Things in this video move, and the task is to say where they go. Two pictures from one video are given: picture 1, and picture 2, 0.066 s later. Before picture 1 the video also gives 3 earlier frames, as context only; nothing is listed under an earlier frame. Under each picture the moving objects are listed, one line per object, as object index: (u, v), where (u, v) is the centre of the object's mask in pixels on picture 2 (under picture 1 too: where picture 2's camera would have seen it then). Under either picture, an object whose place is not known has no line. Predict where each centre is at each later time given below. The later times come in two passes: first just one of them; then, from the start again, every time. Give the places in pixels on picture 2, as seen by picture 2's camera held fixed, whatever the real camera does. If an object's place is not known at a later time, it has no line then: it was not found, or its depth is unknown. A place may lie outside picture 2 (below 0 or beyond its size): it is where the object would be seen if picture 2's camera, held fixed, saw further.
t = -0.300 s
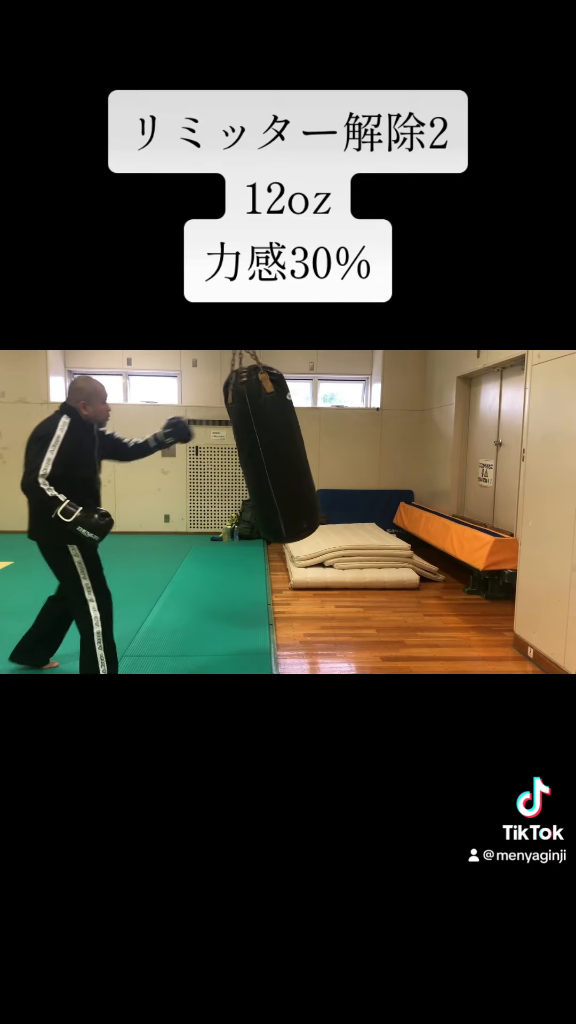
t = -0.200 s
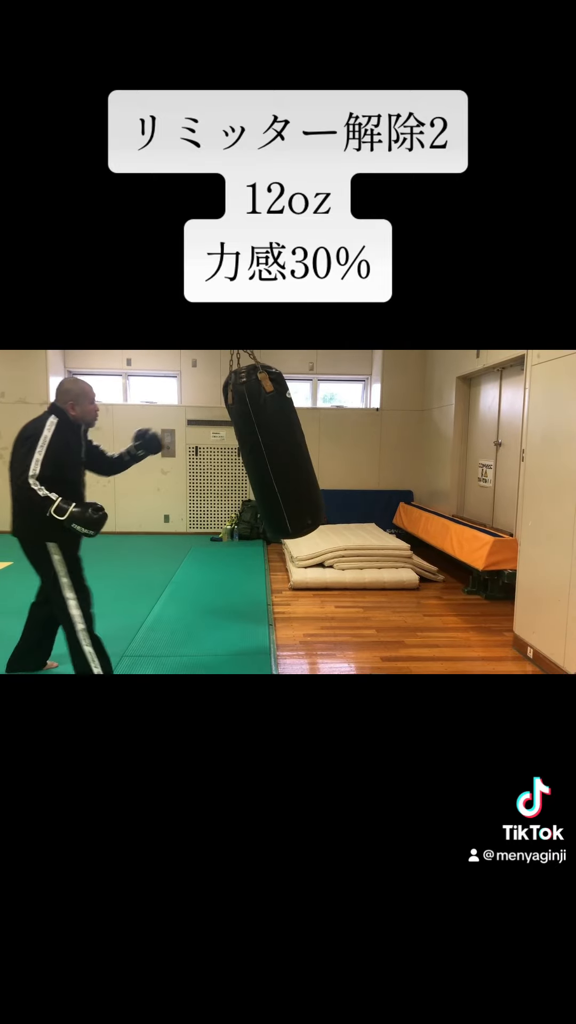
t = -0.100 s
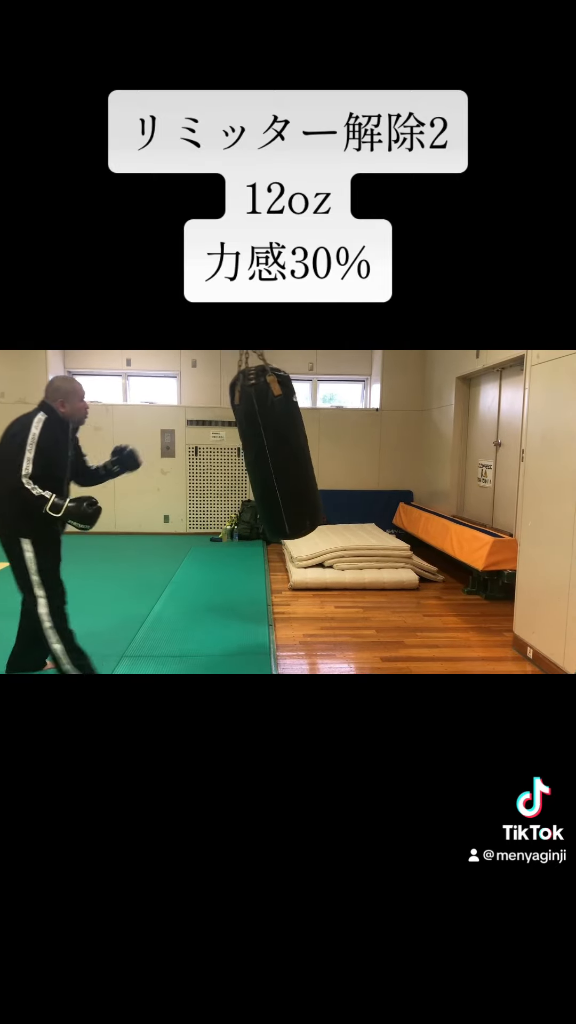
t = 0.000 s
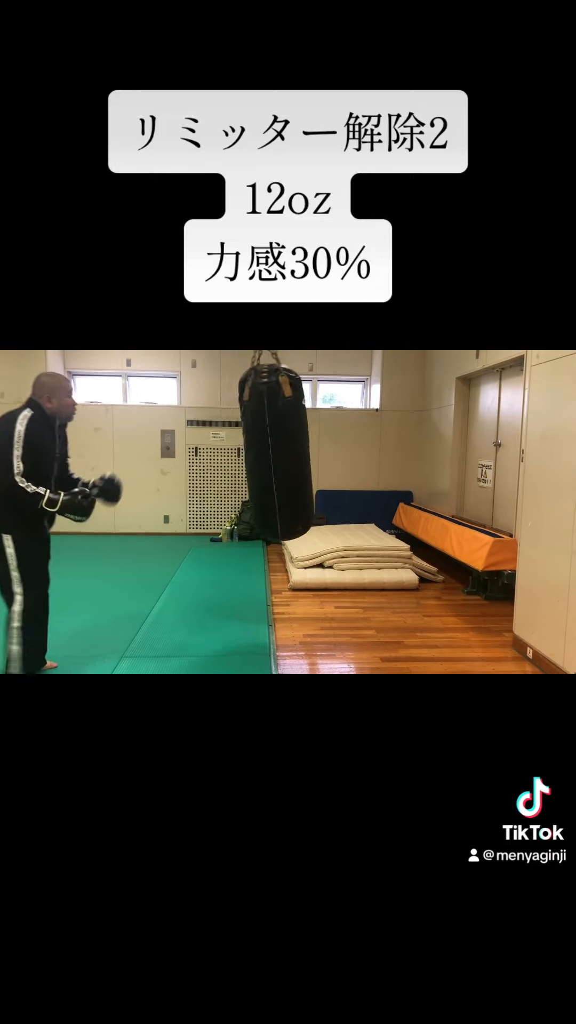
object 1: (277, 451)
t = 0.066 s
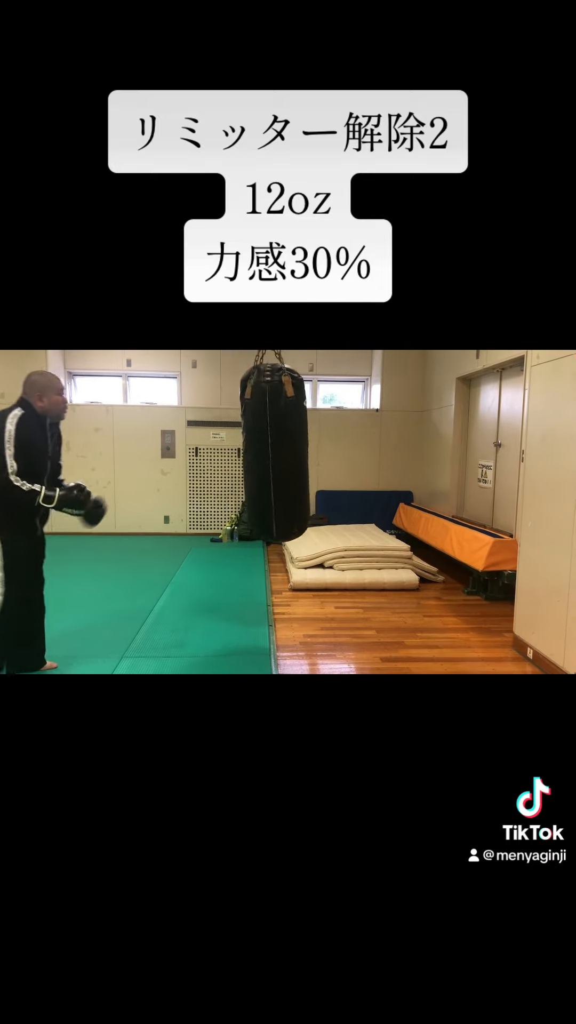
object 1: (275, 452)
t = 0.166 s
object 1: (269, 458)
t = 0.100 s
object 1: (273, 455)
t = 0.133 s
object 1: (271, 456)
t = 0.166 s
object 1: (269, 458)
